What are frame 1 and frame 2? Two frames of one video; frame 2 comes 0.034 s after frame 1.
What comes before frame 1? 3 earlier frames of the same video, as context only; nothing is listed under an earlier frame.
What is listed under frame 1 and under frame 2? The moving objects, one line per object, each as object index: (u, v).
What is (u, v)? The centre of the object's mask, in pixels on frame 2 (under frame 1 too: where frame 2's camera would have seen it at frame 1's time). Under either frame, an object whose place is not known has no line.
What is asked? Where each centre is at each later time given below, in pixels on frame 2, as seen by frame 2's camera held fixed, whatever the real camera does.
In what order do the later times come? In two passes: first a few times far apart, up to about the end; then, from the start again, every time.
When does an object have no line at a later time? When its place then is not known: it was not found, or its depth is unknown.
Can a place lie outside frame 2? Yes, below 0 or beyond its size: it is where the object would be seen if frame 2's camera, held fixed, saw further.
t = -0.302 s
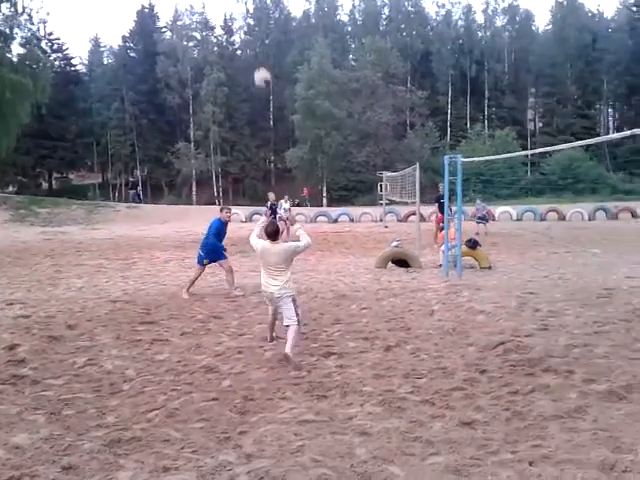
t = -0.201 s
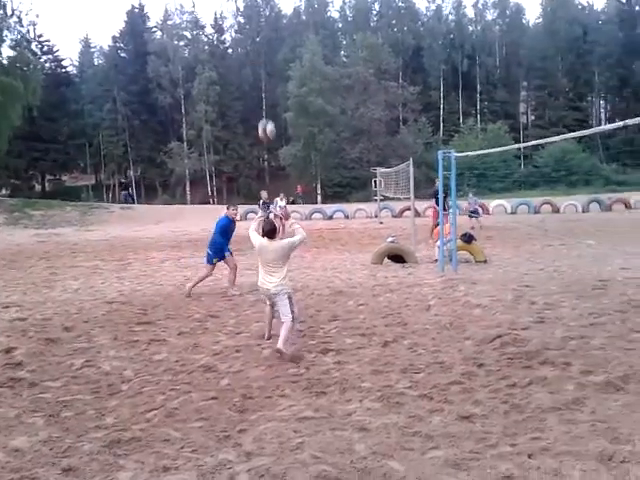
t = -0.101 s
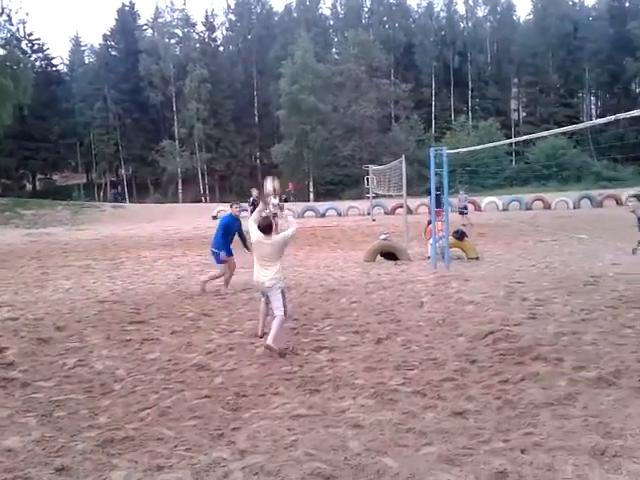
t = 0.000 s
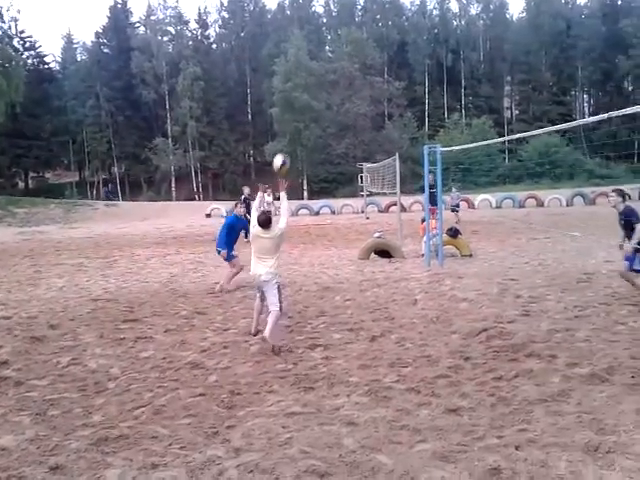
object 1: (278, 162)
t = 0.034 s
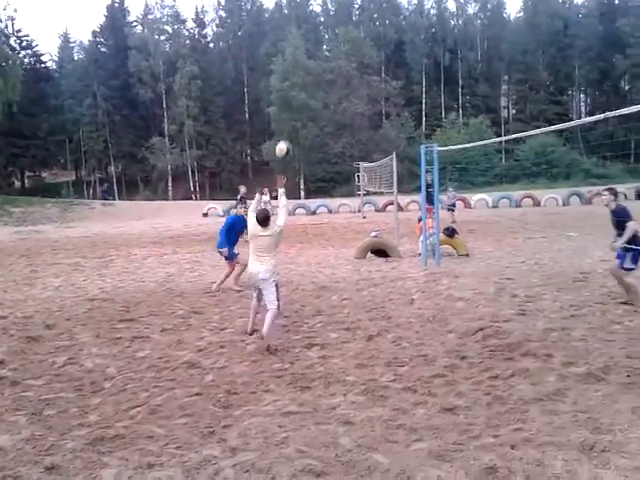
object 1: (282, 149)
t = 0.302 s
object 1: (325, 86)
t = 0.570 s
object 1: (363, 78)
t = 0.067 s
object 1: (288, 137)
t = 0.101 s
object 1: (294, 127)
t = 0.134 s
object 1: (300, 118)
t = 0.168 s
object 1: (304, 110)
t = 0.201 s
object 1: (310, 102)
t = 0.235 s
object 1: (315, 96)
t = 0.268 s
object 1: (320, 91)
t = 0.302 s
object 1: (325, 86)
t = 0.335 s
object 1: (330, 81)
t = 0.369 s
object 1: (335, 78)
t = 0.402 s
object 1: (340, 76)
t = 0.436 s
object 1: (345, 75)
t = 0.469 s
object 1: (349, 75)
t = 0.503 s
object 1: (353, 75)
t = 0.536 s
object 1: (358, 76)
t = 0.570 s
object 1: (363, 78)
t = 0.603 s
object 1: (368, 81)
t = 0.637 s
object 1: (372, 84)
